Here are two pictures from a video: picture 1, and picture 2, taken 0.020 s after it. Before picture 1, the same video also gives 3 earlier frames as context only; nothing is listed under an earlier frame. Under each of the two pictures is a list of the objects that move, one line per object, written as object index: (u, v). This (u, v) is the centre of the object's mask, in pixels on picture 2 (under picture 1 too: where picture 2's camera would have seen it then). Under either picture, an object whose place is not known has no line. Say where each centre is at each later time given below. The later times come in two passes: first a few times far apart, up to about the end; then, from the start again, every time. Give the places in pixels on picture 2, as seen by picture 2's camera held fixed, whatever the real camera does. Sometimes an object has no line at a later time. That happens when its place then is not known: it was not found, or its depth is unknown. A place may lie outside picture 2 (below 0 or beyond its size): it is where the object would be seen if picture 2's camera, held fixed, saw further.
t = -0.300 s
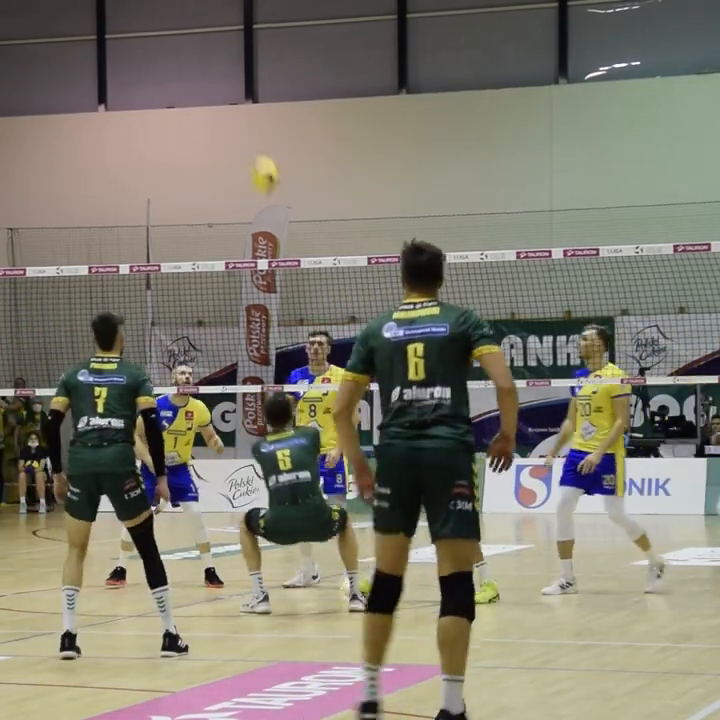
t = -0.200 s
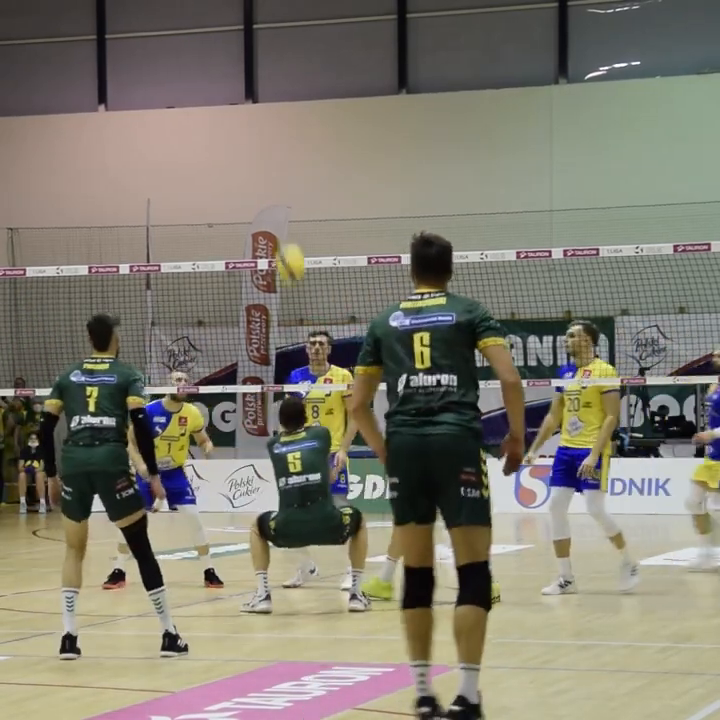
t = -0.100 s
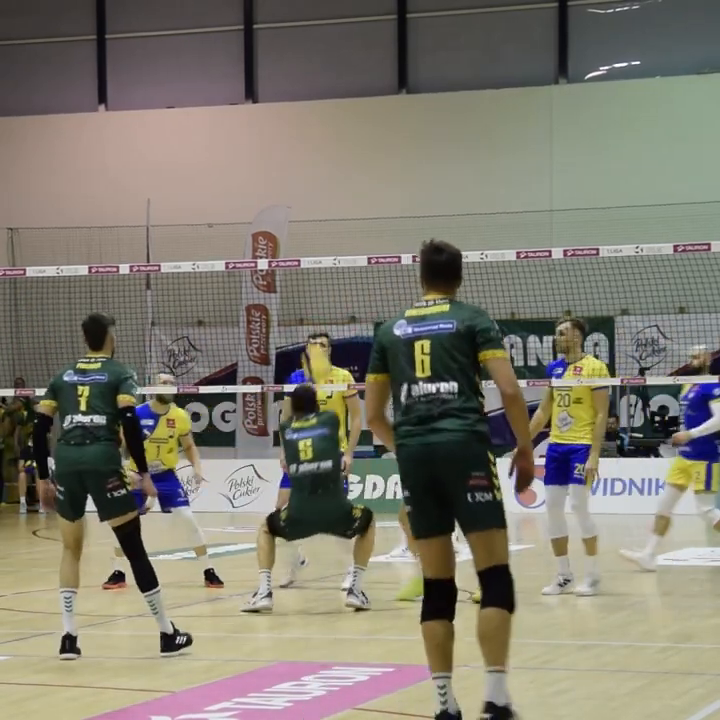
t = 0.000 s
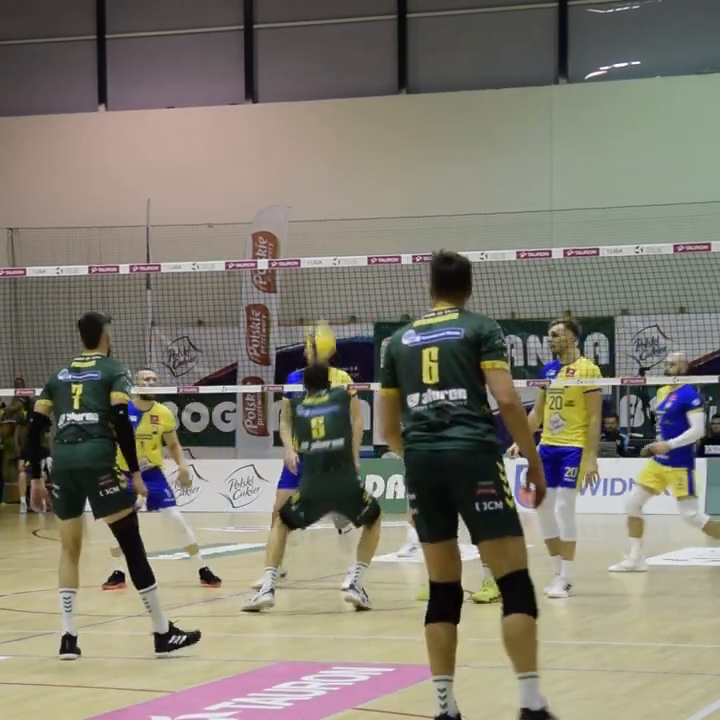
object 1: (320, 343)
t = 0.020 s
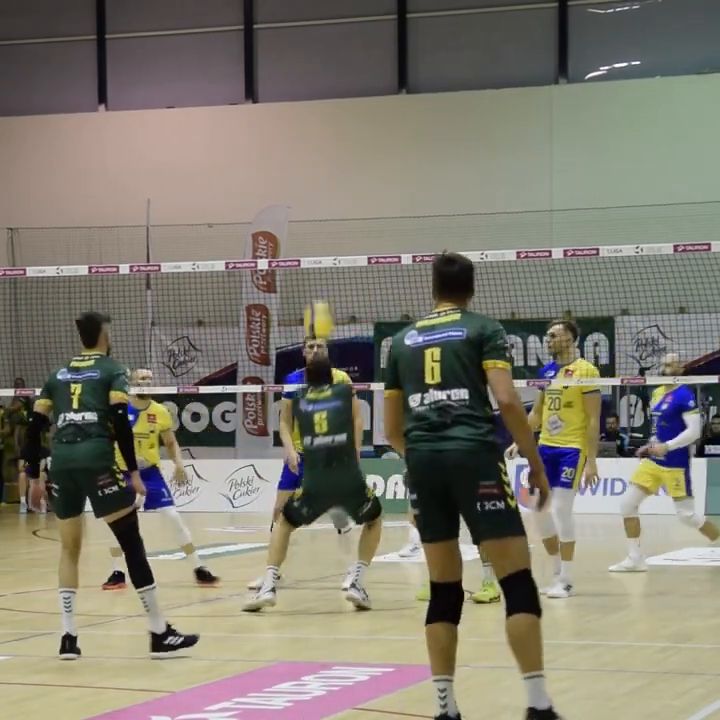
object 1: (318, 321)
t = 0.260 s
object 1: (293, 132)
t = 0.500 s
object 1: (265, 25)
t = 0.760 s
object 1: (236, 7)
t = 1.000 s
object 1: (212, 62)
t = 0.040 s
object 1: (315, 302)
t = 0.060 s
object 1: (314, 286)
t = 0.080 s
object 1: (312, 267)
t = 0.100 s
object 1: (310, 247)
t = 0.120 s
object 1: (306, 233)
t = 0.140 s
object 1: (305, 217)
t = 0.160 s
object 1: (303, 201)
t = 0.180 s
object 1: (301, 186)
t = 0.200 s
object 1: (299, 174)
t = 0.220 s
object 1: (297, 159)
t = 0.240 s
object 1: (295, 145)
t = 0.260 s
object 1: (293, 132)
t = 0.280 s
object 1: (290, 120)
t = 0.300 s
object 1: (287, 108)
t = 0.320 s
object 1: (285, 97)
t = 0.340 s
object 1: (282, 87)
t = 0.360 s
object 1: (280, 79)
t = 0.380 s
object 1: (279, 69)
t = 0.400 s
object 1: (276, 61)
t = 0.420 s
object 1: (273, 53)
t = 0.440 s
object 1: (270, 44)
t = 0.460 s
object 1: (269, 38)
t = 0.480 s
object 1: (267, 31)
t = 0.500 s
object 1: (265, 25)
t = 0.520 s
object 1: (263, 21)
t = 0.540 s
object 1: (260, 15)
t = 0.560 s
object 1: (258, 12)
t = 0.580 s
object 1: (256, 11)
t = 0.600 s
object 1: (254, 10)
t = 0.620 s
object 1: (252, 9)
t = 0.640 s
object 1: (249, 7)
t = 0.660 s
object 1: (246, 6)
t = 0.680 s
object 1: (245, 6)
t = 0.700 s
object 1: (243, 6)
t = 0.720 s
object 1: (241, 6)
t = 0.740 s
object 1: (239, 6)
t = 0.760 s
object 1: (236, 7)
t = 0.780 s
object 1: (233, 7)
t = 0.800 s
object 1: (232, 9)
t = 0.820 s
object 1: (230, 11)
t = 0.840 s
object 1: (228, 14)
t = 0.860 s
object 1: (226, 16)
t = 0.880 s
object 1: (224, 19)
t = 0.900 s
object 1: (222, 26)
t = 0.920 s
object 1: (221, 32)
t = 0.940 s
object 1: (218, 38)
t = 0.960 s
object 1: (216, 46)
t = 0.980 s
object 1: (213, 53)
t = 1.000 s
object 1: (212, 62)
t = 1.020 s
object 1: (210, 70)
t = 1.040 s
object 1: (208, 79)
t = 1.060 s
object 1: (206, 89)
